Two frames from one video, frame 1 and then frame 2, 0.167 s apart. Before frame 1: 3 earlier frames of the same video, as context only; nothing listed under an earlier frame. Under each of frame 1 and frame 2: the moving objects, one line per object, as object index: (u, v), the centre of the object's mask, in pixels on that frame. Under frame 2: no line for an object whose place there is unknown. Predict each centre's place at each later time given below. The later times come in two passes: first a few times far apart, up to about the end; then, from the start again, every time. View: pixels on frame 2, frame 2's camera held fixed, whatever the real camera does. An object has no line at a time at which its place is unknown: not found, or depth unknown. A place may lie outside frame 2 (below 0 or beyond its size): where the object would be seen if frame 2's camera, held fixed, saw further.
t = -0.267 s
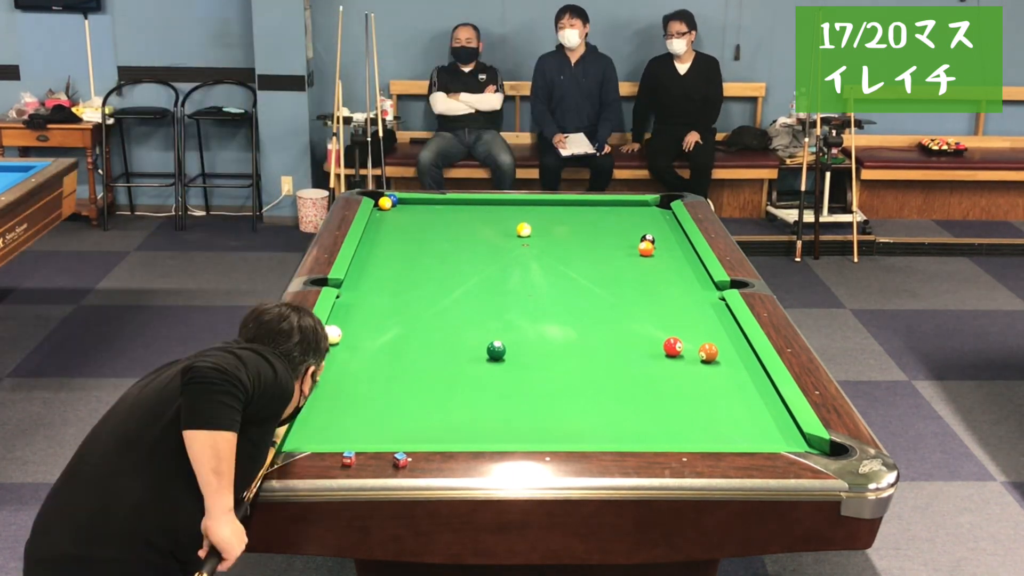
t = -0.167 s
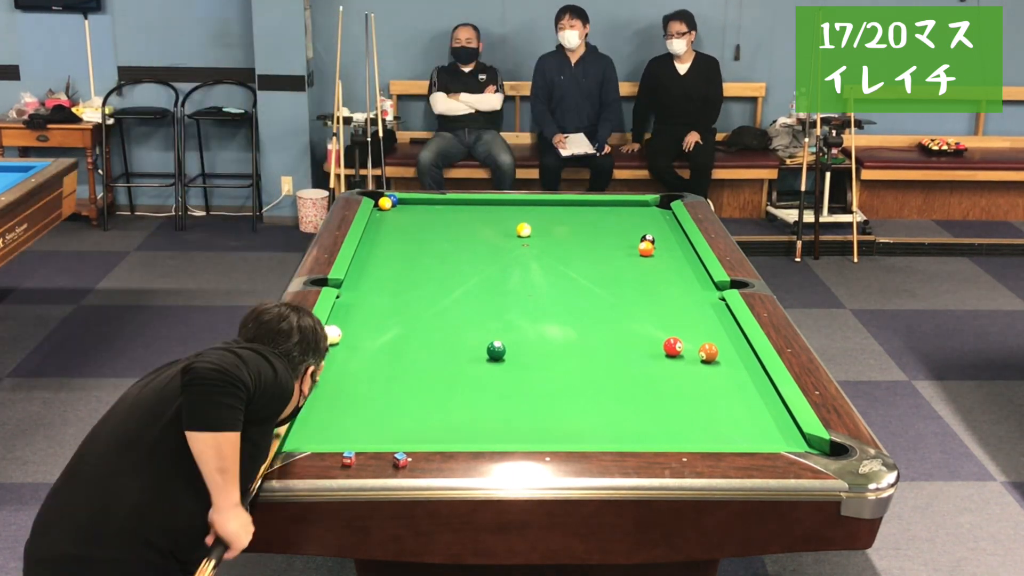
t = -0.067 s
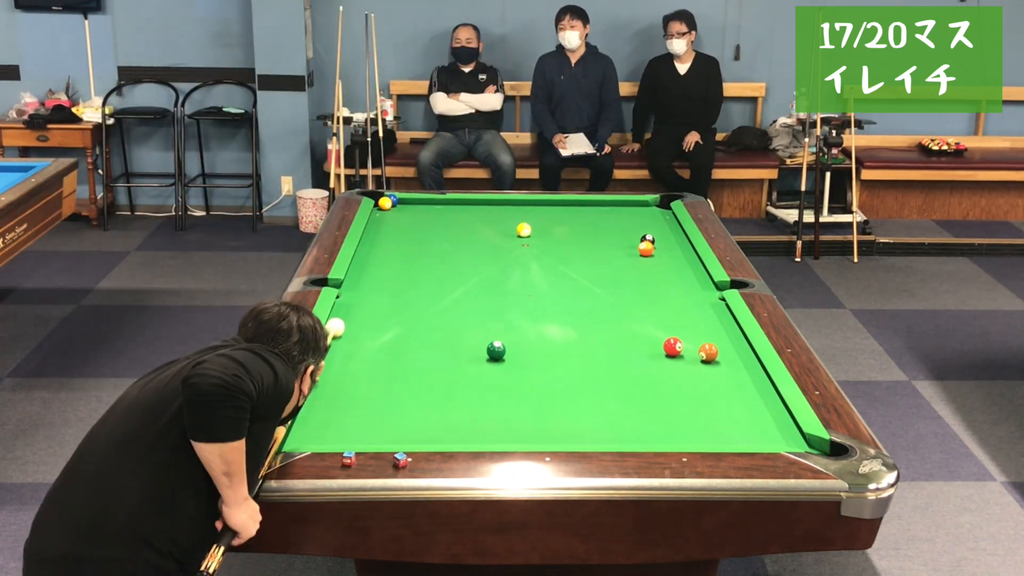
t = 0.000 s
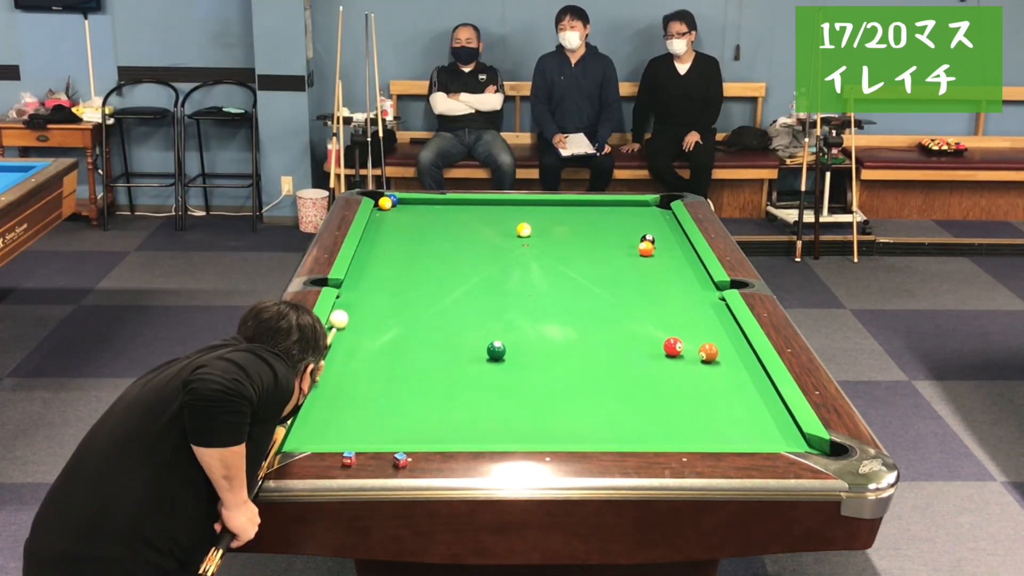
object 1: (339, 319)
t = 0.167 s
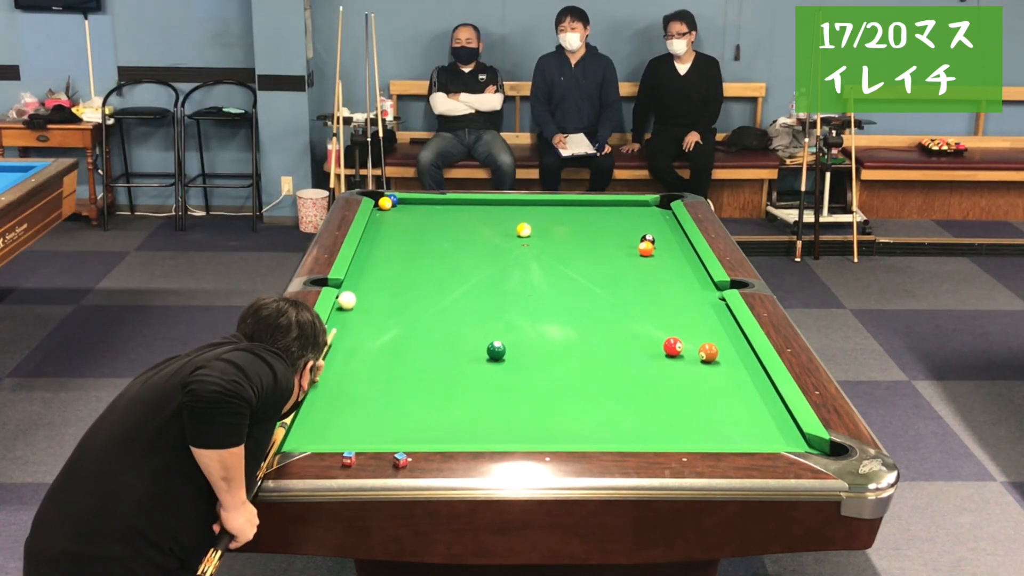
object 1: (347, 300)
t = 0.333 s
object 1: (354, 283)
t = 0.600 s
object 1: (365, 259)
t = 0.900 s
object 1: (375, 236)
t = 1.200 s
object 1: (384, 216)
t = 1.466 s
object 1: (395, 206)
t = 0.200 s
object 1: (349, 297)
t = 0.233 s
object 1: (350, 293)
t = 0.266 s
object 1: (351, 290)
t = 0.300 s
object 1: (353, 287)
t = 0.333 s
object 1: (354, 283)
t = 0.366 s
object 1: (356, 280)
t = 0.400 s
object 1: (357, 277)
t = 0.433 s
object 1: (358, 274)
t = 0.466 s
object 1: (360, 271)
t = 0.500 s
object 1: (361, 268)
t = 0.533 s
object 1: (362, 265)
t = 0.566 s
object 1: (364, 262)
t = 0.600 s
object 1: (365, 259)
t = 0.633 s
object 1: (366, 257)
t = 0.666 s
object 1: (367, 254)
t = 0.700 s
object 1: (368, 251)
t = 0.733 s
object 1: (369, 248)
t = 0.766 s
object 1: (371, 246)
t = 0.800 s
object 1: (372, 243)
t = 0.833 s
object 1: (373, 241)
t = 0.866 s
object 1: (374, 239)
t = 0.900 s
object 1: (375, 236)
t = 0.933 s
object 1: (376, 234)
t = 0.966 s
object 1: (377, 231)
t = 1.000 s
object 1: (378, 229)
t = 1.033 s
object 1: (379, 227)
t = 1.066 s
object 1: (380, 225)
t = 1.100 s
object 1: (381, 223)
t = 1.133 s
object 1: (382, 221)
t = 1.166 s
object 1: (383, 218)
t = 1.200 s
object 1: (384, 216)
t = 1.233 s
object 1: (384, 215)
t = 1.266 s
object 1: (385, 213)
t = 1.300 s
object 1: (386, 211)
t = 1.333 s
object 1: (388, 209)
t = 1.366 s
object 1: (389, 207)
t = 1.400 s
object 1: (391, 206)
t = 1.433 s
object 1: (393, 206)
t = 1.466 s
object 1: (395, 206)
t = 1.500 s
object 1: (397, 205)
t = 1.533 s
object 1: (399, 205)
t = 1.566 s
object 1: (401, 204)
